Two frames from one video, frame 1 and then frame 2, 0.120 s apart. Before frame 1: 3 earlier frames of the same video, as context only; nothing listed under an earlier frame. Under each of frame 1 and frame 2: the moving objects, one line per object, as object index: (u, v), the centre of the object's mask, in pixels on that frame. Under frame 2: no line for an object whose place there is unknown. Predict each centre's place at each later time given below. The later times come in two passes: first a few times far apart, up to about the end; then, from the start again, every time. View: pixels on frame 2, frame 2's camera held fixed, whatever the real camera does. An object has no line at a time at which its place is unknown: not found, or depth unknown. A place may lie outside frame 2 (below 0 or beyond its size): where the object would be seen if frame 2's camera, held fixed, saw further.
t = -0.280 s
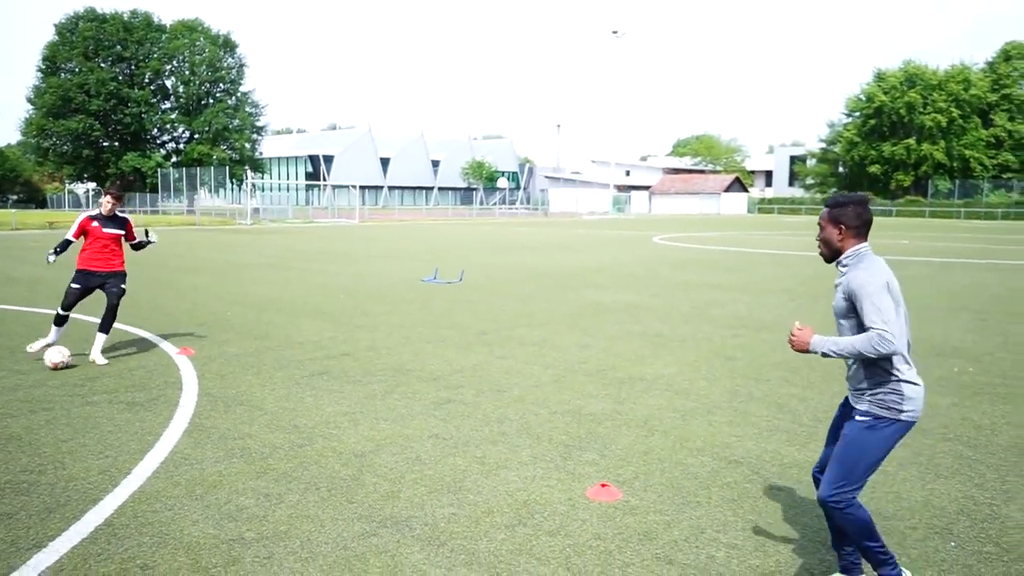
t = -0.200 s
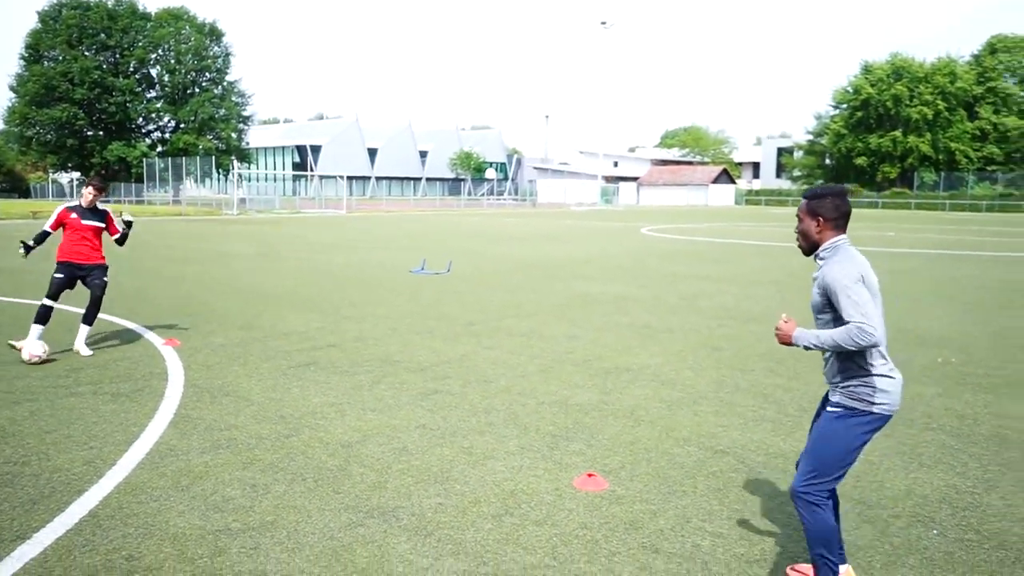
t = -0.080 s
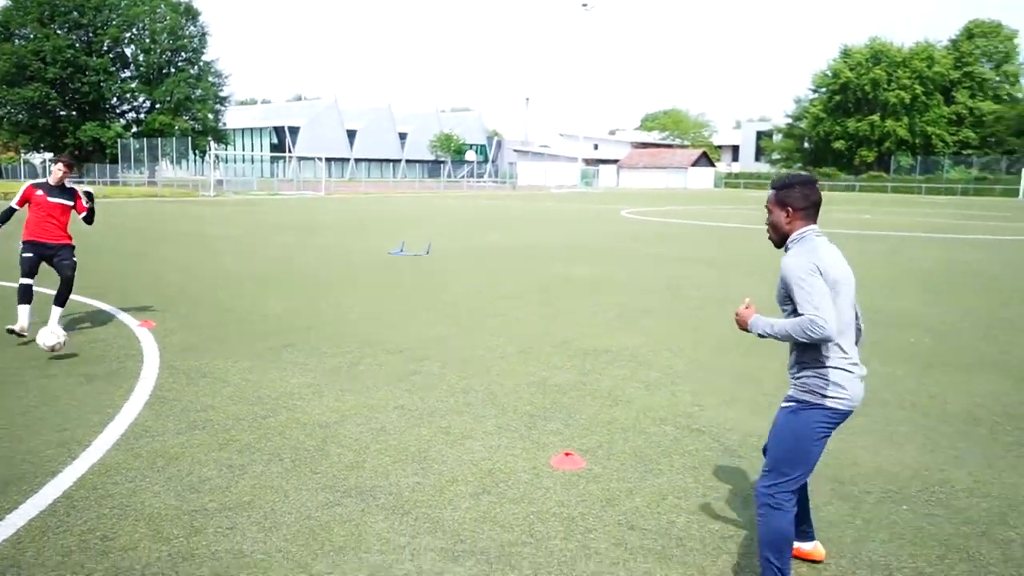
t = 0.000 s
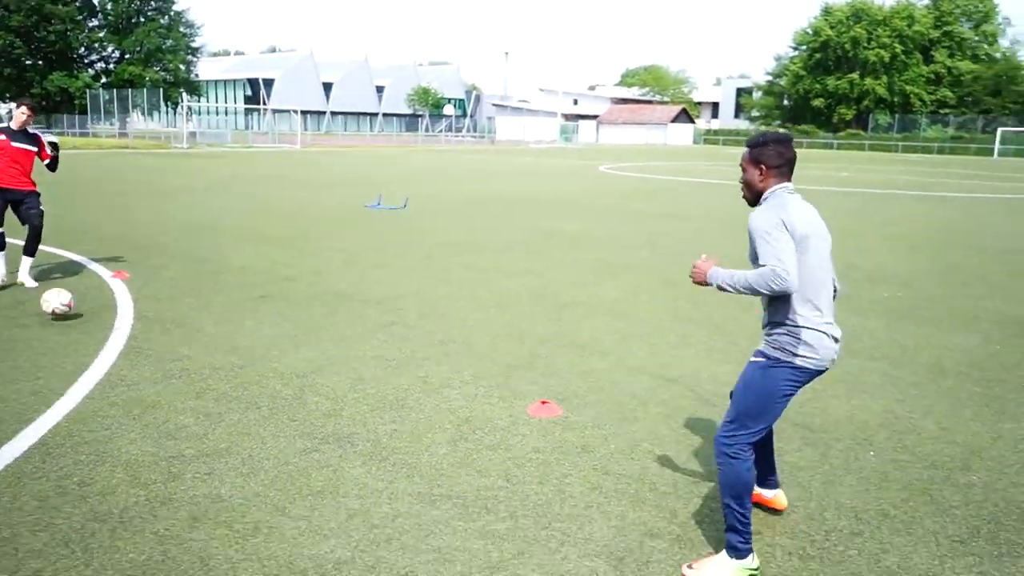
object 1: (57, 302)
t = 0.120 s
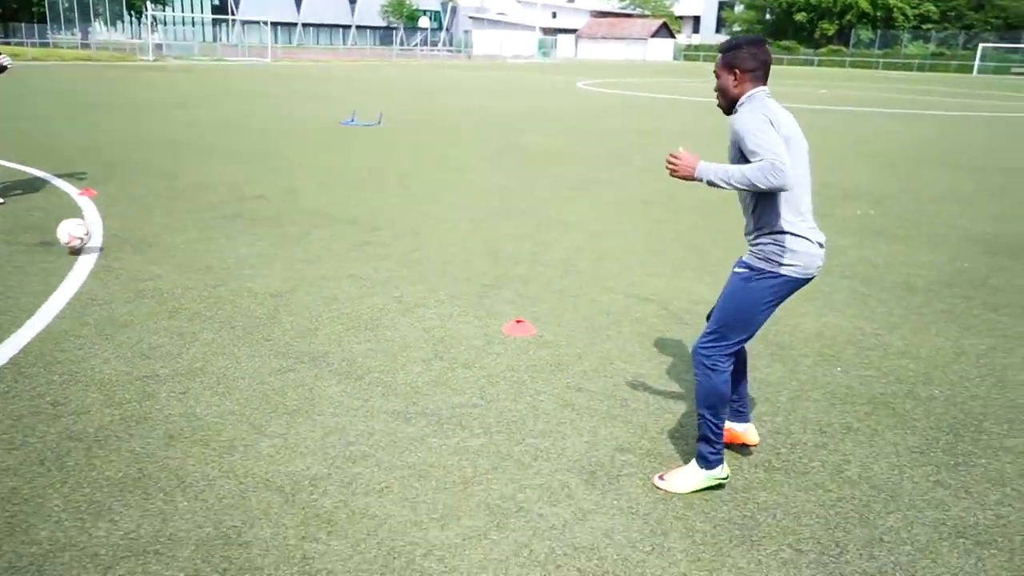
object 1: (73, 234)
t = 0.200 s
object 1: (110, 245)
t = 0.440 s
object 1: (235, 289)
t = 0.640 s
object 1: (362, 322)
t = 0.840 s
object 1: (523, 372)
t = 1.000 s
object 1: (684, 417)
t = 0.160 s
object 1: (91, 238)
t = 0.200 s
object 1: (110, 245)
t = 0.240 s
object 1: (129, 255)
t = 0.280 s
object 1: (148, 261)
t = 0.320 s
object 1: (168, 264)
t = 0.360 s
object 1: (189, 269)
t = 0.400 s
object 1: (211, 279)
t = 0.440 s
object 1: (235, 289)
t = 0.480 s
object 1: (258, 293)
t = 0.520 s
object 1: (282, 300)
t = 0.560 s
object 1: (308, 310)
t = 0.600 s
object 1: (334, 315)
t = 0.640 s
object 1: (362, 322)
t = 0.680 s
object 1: (391, 331)
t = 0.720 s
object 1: (422, 343)
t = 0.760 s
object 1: (454, 350)
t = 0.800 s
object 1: (488, 360)
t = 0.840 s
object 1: (523, 372)
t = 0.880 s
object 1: (560, 381)
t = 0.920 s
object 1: (599, 392)
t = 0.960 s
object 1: (640, 406)
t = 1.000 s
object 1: (684, 417)
